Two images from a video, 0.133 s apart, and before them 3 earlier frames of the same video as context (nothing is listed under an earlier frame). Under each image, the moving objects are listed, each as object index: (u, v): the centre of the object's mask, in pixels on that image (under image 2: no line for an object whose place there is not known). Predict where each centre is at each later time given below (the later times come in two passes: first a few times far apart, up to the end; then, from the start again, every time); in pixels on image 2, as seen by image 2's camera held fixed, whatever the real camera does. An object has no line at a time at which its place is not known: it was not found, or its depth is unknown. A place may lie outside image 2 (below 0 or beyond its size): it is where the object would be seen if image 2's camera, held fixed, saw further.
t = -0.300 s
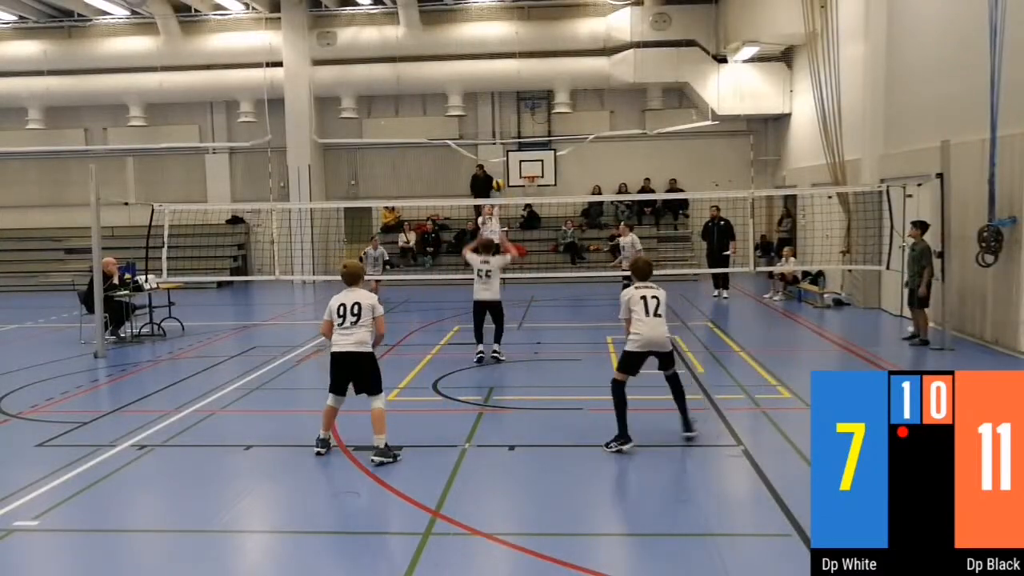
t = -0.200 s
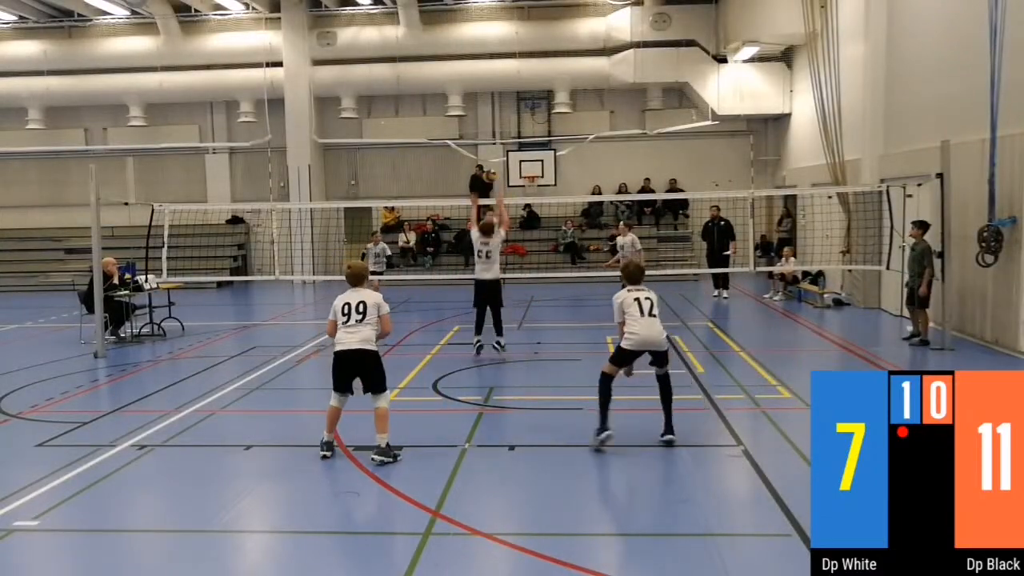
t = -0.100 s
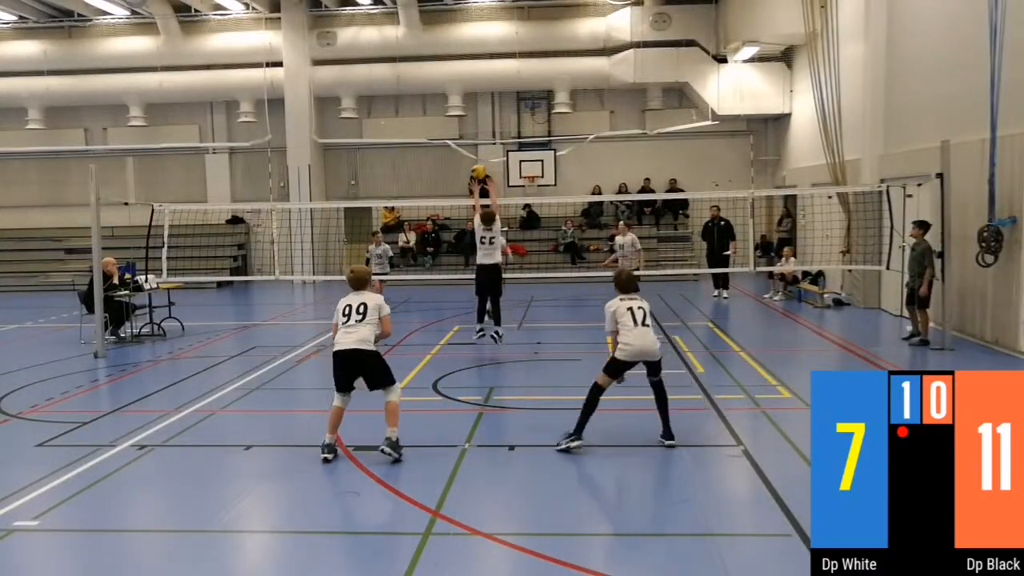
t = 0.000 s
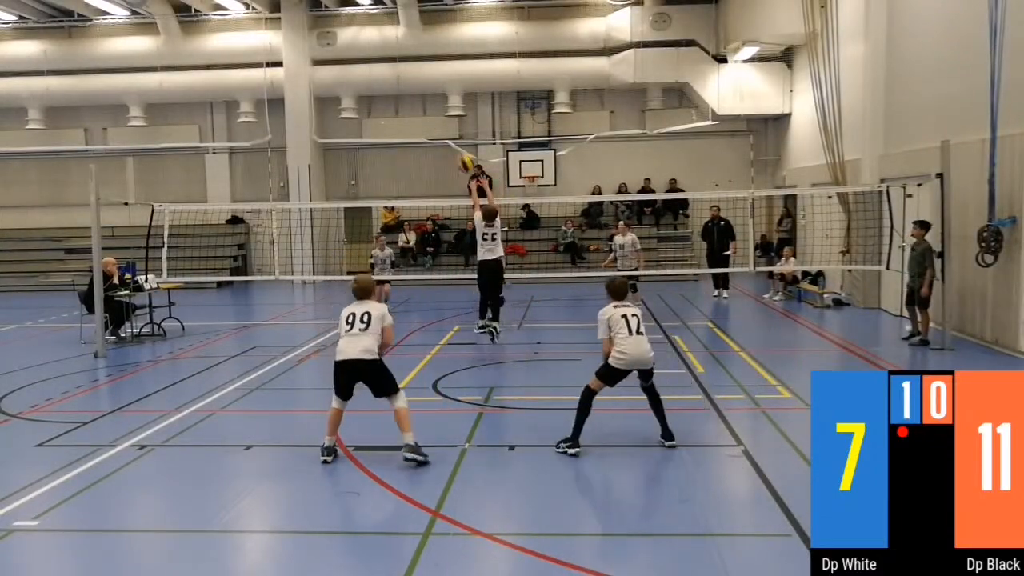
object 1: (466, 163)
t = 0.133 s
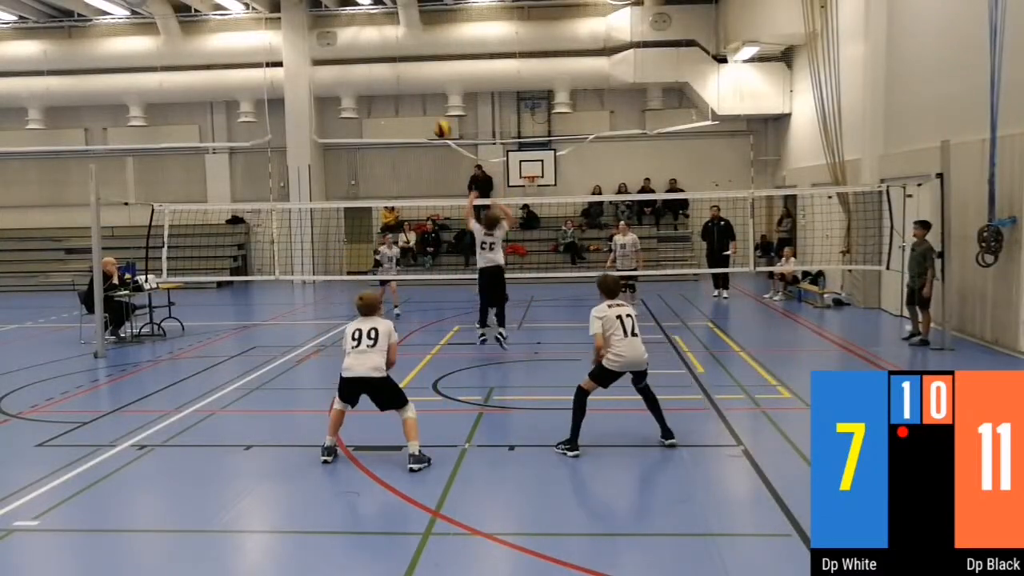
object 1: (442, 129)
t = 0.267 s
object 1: (415, 107)
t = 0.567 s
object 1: (335, 127)
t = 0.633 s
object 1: (313, 153)
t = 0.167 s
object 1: (437, 122)
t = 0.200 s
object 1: (429, 116)
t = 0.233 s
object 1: (423, 111)
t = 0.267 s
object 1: (415, 107)
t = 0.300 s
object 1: (408, 104)
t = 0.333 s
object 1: (400, 102)
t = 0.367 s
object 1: (394, 100)
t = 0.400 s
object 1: (383, 101)
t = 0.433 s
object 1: (375, 103)
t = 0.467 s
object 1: (366, 106)
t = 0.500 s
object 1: (357, 111)
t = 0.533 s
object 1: (345, 118)
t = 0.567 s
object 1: (335, 127)
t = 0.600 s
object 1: (323, 138)
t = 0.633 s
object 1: (313, 153)
